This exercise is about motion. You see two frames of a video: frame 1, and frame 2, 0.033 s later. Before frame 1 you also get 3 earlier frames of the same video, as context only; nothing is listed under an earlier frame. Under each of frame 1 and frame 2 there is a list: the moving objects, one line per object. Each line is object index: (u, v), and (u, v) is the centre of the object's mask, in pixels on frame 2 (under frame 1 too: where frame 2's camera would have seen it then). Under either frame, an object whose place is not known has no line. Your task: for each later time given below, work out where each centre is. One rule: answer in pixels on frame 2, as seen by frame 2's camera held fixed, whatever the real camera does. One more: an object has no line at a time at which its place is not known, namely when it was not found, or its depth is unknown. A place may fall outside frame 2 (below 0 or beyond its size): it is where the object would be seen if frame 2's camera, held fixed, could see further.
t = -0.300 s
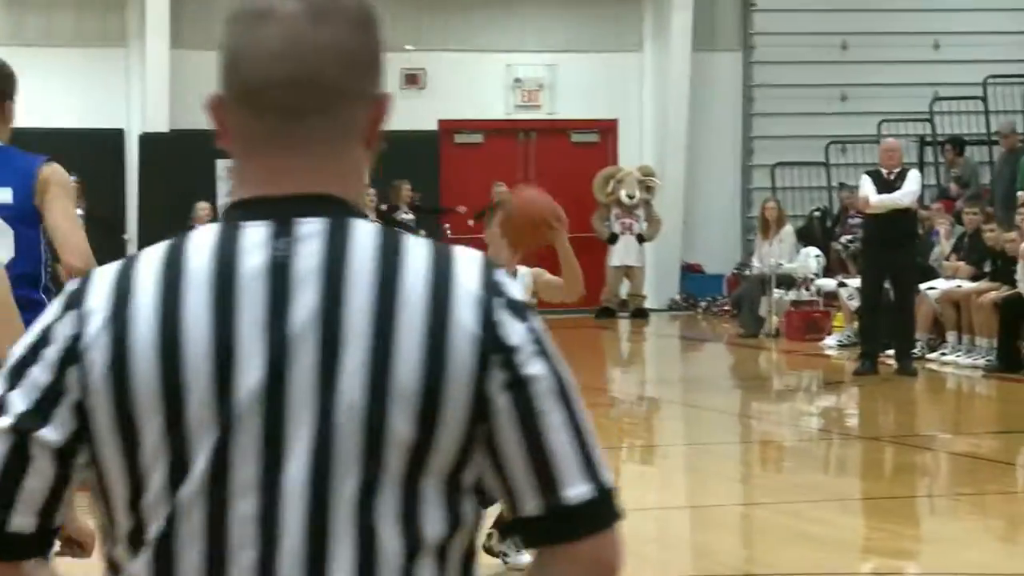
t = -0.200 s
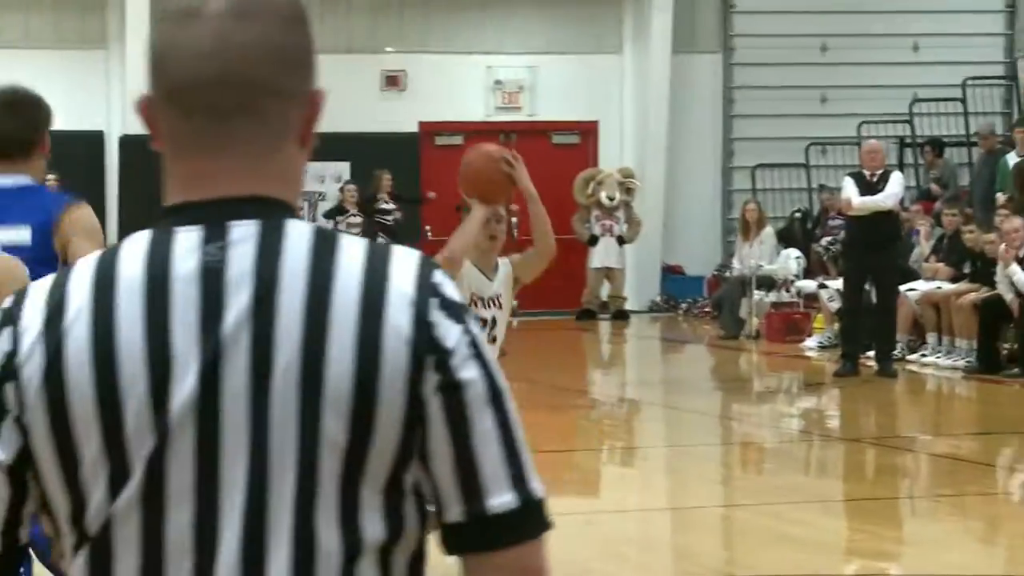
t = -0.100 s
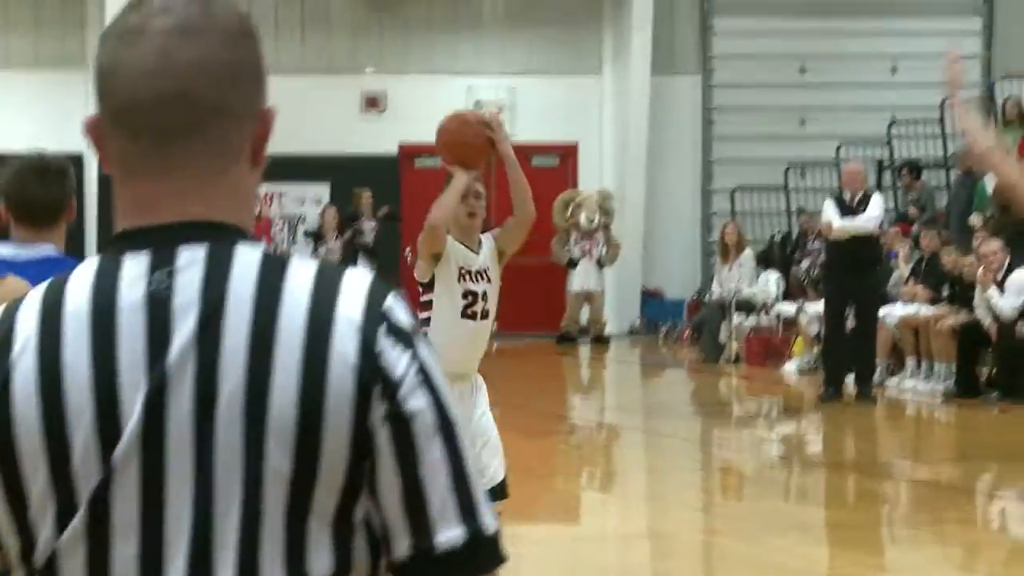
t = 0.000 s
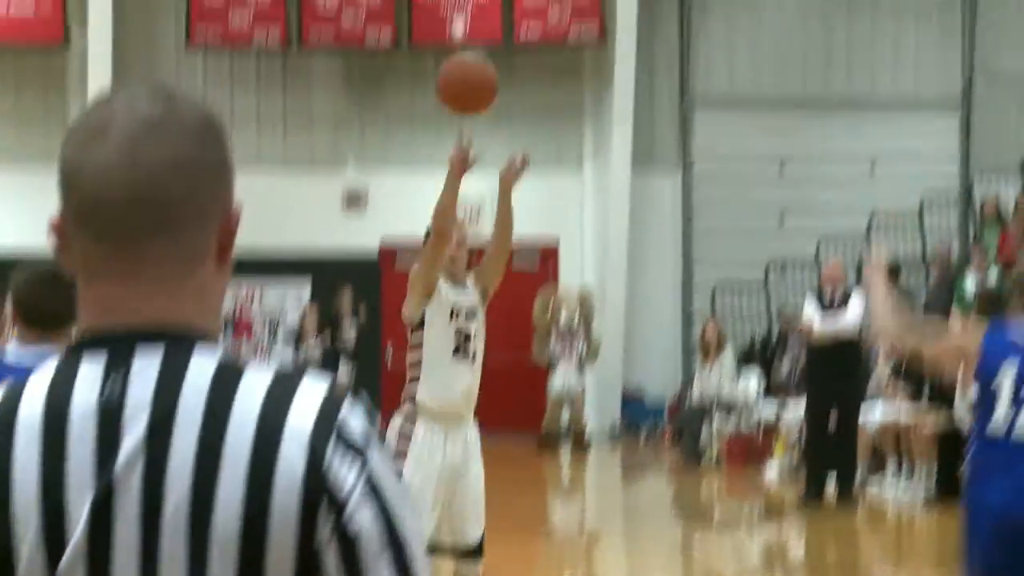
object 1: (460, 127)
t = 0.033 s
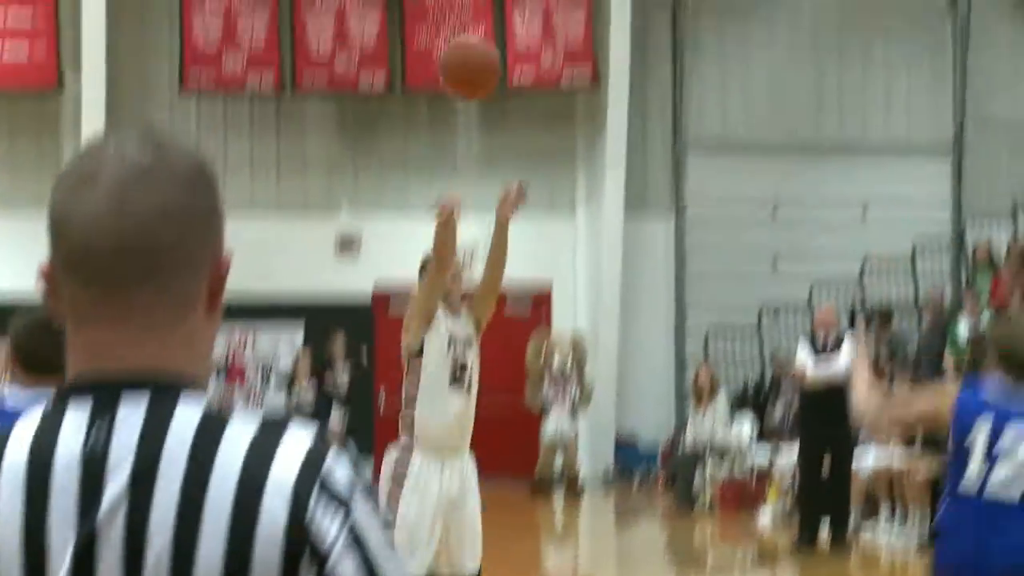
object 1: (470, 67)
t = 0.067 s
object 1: (480, 5)
